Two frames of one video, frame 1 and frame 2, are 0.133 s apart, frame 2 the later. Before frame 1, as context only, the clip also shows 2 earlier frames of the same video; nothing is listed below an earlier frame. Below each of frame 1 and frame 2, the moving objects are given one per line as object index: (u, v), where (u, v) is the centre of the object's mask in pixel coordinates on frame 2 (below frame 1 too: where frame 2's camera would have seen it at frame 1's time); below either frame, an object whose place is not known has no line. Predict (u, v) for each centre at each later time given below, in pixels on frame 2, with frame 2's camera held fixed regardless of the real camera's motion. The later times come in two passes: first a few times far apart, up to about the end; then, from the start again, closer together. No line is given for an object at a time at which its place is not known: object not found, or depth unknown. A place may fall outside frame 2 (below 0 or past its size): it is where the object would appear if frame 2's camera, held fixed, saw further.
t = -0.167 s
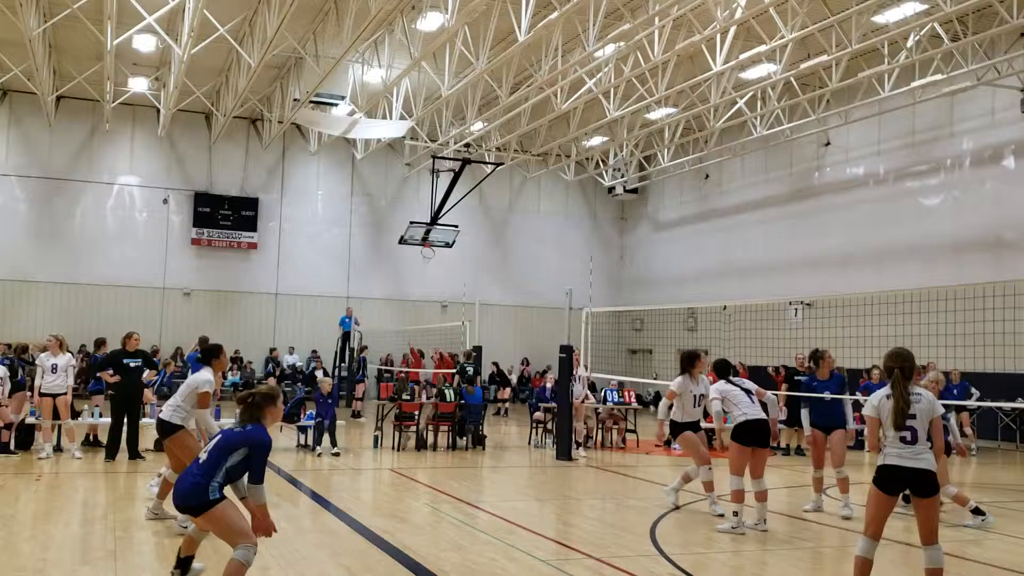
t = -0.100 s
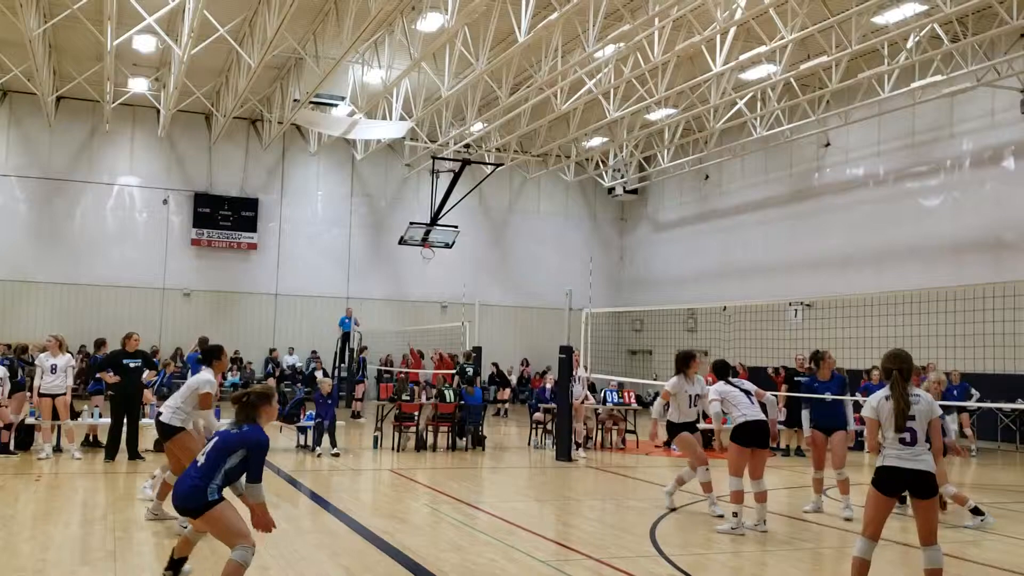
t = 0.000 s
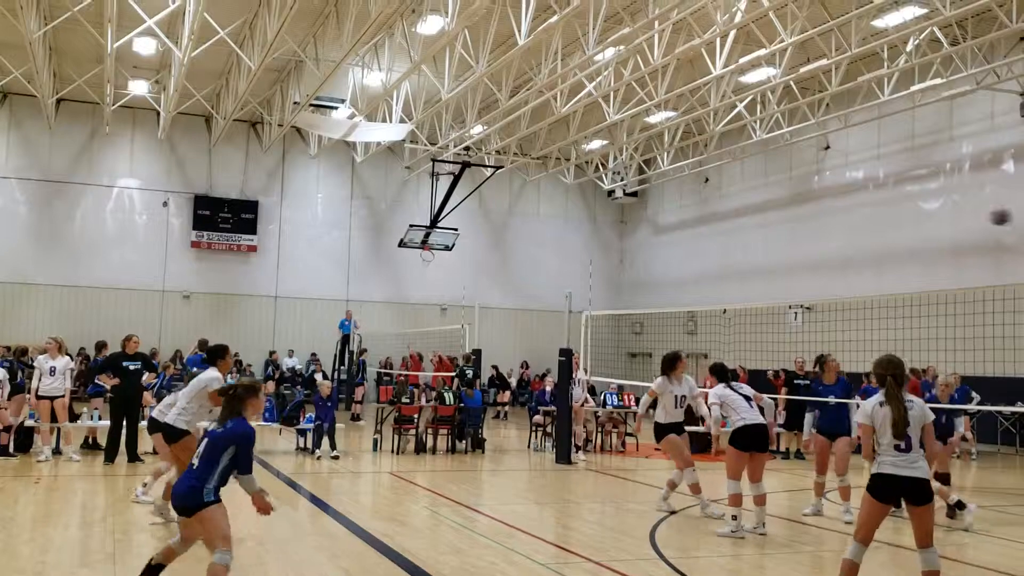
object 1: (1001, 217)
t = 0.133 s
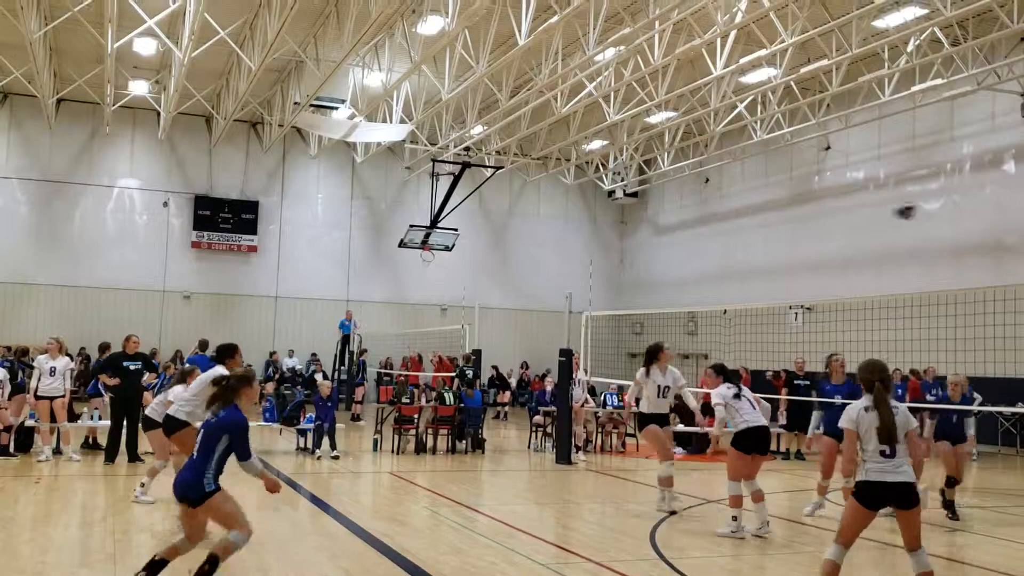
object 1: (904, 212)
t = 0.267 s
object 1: (796, 220)
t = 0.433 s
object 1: (641, 264)
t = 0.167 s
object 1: (879, 213)
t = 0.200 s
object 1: (852, 214)
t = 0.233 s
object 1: (824, 216)
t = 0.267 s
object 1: (796, 220)
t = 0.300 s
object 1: (767, 226)
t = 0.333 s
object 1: (738, 233)
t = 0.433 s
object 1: (641, 264)
